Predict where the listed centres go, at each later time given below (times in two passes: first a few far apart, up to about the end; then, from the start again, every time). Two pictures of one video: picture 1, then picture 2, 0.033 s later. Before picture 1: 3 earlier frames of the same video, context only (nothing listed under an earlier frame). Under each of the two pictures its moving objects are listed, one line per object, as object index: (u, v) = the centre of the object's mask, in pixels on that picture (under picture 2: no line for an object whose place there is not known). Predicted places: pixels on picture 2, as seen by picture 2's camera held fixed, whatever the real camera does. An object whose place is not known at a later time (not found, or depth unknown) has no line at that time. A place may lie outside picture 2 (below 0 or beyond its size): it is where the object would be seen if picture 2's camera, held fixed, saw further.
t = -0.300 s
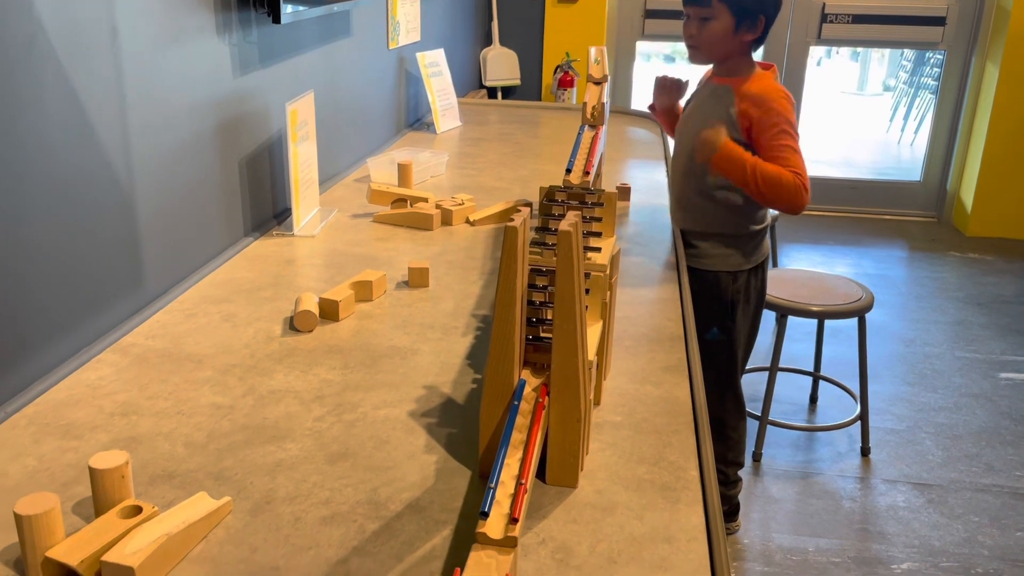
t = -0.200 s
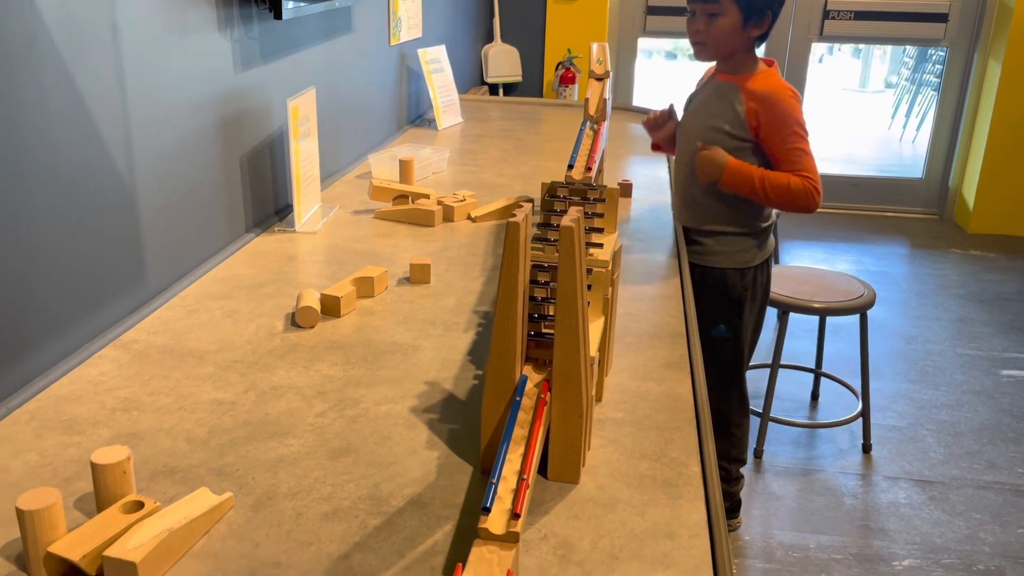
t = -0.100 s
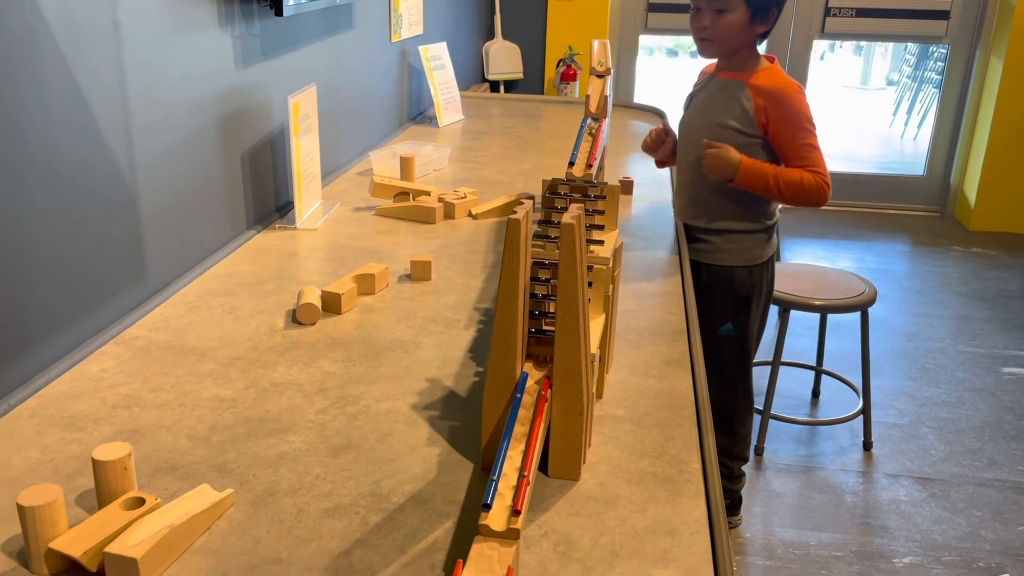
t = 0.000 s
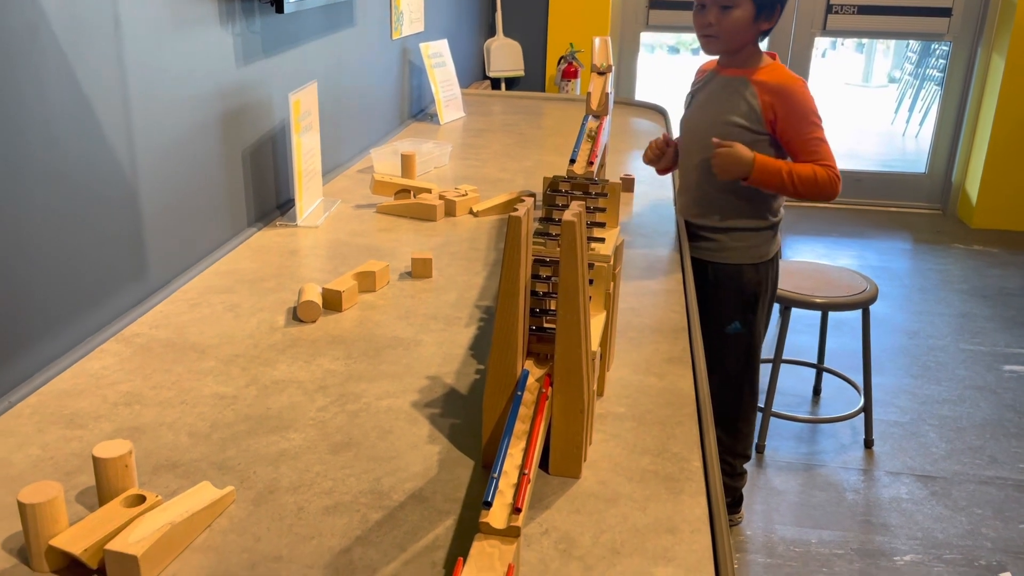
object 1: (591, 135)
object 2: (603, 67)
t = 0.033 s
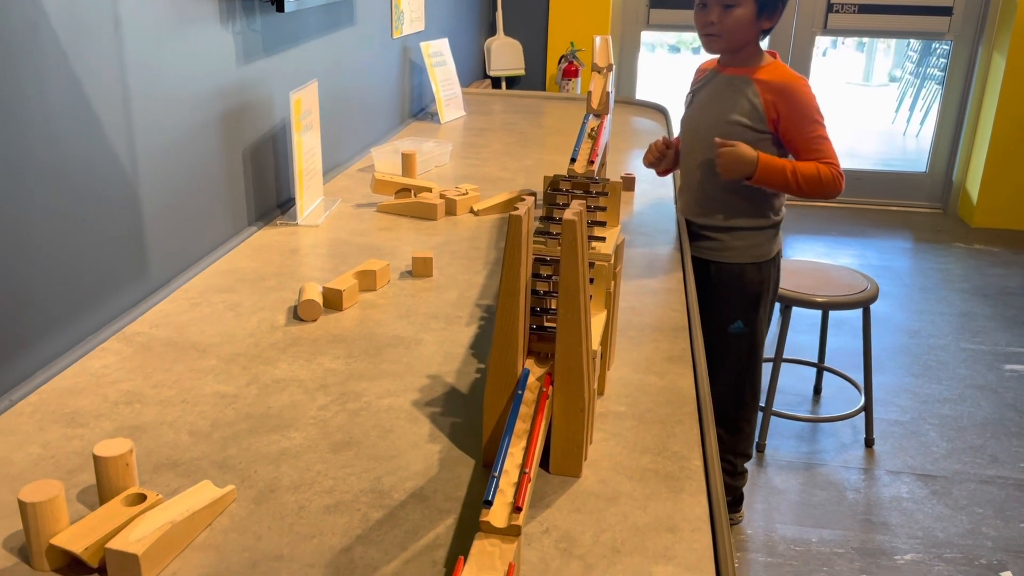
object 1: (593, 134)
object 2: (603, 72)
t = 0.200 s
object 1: (592, 139)
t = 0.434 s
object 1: (590, 144)
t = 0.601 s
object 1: (586, 147)
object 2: (591, 128)
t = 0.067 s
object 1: (590, 136)
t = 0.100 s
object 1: (589, 137)
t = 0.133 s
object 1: (590, 138)
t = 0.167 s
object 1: (591, 139)
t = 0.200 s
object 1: (592, 139)
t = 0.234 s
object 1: (590, 140)
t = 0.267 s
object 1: (588, 141)
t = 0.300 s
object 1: (587, 141)
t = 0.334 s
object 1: (587, 142)
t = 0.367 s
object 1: (588, 143)
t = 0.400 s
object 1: (589, 144)
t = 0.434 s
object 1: (590, 144)
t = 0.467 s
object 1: (589, 145)
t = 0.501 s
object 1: (588, 146)
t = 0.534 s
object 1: (586, 146)
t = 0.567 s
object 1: (585, 147)
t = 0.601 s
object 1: (586, 147)
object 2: (591, 128)
